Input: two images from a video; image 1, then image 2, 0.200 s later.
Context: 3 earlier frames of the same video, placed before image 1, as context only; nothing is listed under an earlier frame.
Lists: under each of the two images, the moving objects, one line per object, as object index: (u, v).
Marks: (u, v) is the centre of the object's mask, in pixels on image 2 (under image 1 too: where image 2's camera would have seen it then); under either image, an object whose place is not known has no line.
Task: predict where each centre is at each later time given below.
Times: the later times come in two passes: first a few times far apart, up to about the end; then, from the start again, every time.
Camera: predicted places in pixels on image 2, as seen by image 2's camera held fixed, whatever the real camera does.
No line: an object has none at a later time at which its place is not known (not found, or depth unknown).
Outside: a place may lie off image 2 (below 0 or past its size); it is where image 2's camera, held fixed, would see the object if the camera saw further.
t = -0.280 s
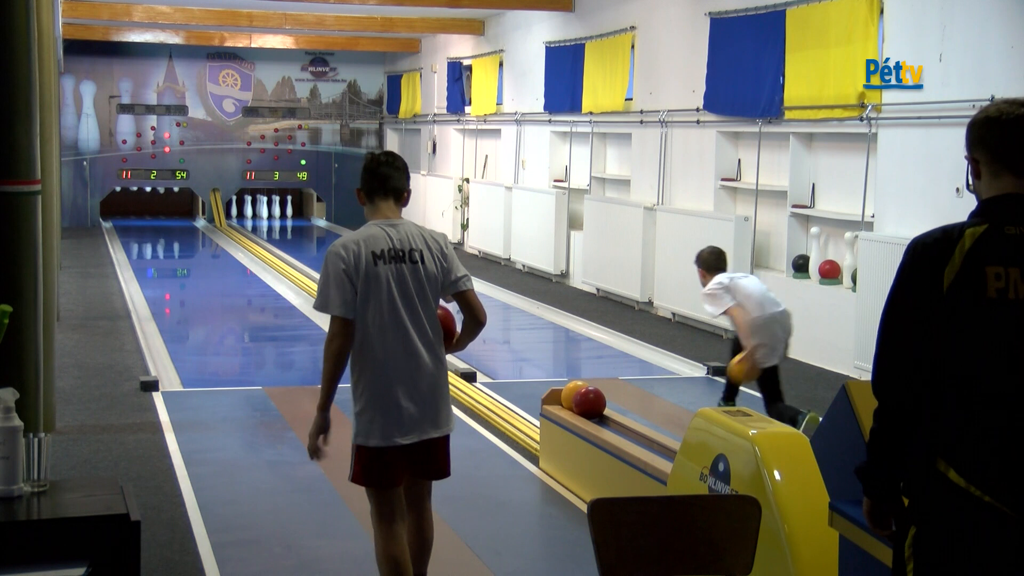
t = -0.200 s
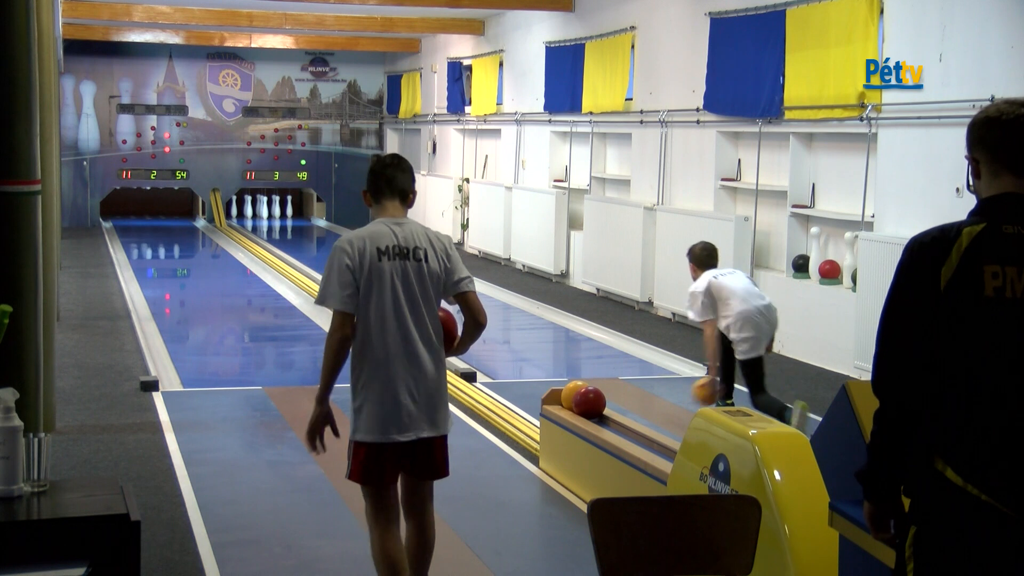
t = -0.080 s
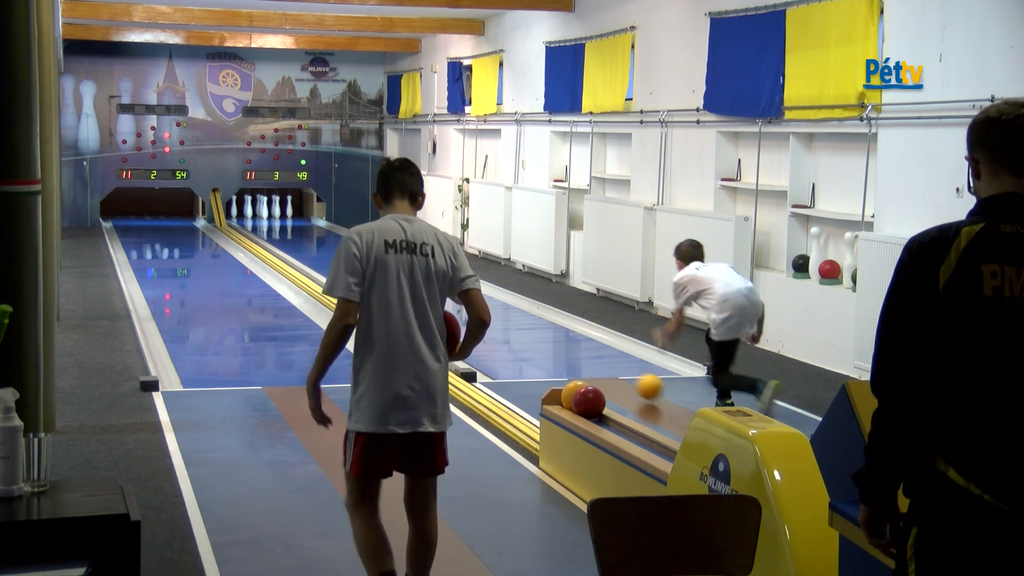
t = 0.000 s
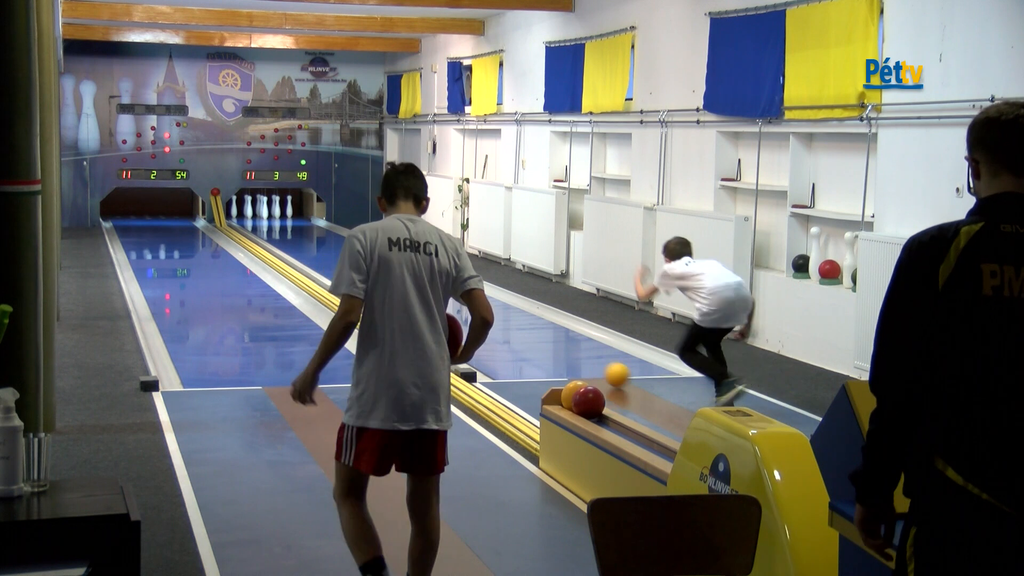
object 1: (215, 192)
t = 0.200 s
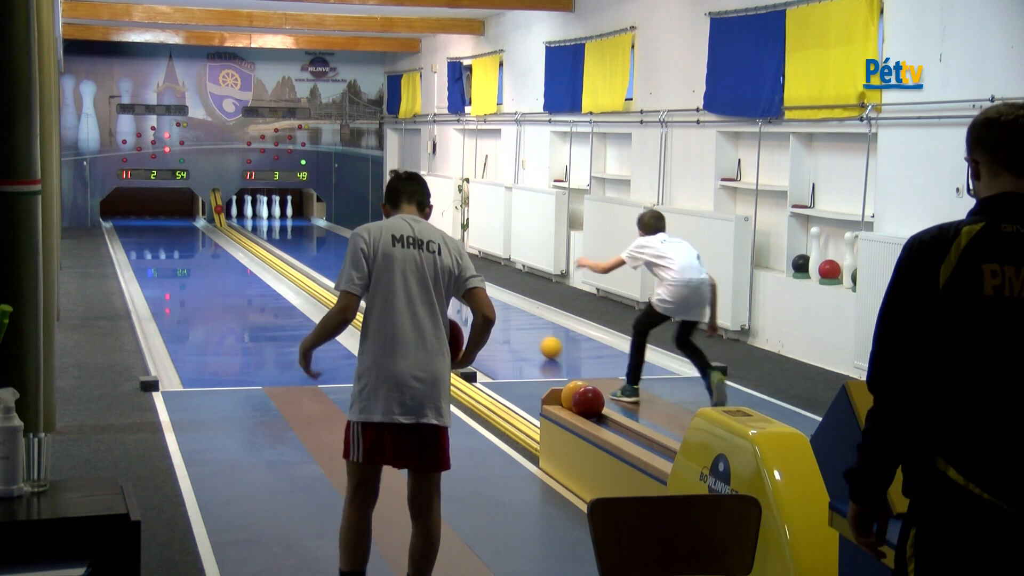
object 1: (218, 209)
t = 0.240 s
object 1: (219, 213)
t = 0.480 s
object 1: (225, 223)
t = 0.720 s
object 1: (230, 227)
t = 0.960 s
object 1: (236, 231)
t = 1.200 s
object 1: (242, 235)
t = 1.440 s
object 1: (248, 239)
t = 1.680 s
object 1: (256, 244)
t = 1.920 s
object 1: (263, 249)
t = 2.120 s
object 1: (270, 253)
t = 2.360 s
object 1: (279, 259)
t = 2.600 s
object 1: (288, 265)
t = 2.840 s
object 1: (299, 272)
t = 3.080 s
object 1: (310, 279)
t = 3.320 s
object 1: (319, 291)
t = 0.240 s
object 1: (219, 213)
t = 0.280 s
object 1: (220, 218)
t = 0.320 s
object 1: (221, 220)
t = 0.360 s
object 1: (222, 222)
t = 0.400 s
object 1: (223, 222)
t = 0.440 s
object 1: (224, 223)
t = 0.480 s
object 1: (225, 223)
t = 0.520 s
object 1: (225, 224)
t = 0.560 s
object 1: (226, 225)
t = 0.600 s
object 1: (227, 226)
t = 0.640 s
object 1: (228, 226)
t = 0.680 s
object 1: (229, 227)
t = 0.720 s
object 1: (230, 227)
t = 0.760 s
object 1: (231, 228)
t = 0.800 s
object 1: (232, 228)
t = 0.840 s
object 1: (233, 229)
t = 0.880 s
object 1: (234, 230)
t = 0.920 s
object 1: (235, 230)
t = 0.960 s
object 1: (236, 231)
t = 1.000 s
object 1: (237, 232)
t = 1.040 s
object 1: (237, 232)
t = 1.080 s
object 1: (239, 233)
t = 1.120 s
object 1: (240, 233)
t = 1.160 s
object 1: (241, 234)
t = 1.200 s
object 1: (242, 235)
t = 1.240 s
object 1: (243, 236)
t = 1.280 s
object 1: (244, 236)
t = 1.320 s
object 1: (245, 237)
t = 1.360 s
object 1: (246, 238)
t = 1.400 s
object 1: (247, 239)
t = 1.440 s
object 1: (248, 239)
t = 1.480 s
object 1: (250, 240)
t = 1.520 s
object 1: (251, 241)
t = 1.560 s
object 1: (252, 241)
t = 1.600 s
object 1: (253, 242)
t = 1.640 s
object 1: (254, 243)
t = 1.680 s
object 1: (256, 244)
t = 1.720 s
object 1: (257, 245)
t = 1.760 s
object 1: (258, 245)
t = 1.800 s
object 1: (259, 246)
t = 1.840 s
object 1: (261, 247)
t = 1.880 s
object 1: (262, 248)
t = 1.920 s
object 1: (263, 249)
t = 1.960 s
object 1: (265, 250)
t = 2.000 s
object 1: (266, 251)
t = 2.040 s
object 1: (267, 252)
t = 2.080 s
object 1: (269, 252)
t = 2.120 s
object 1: (270, 253)
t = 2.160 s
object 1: (271, 254)
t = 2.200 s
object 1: (273, 255)
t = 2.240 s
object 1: (274, 256)
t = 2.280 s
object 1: (276, 257)
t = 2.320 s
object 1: (277, 258)
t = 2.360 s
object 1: (279, 259)
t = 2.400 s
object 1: (280, 260)
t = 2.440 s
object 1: (282, 261)
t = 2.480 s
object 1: (283, 262)
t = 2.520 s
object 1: (285, 263)
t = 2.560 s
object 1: (287, 264)
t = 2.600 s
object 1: (288, 265)
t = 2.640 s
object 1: (290, 266)
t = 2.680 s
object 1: (292, 267)
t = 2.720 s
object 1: (293, 268)
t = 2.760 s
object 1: (295, 269)
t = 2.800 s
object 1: (297, 271)
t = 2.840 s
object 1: (299, 272)
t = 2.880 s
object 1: (300, 273)
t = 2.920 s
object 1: (302, 274)
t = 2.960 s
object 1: (304, 275)
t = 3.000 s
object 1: (306, 277)
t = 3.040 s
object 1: (308, 278)
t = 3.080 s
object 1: (310, 279)
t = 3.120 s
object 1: (312, 281)
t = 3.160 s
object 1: (313, 281)
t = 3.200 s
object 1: (314, 283)
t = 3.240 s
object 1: (315, 285)
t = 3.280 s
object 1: (317, 289)
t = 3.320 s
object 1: (319, 291)
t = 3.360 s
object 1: (321, 293)
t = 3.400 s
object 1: (324, 294)
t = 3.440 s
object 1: (325, 295)
